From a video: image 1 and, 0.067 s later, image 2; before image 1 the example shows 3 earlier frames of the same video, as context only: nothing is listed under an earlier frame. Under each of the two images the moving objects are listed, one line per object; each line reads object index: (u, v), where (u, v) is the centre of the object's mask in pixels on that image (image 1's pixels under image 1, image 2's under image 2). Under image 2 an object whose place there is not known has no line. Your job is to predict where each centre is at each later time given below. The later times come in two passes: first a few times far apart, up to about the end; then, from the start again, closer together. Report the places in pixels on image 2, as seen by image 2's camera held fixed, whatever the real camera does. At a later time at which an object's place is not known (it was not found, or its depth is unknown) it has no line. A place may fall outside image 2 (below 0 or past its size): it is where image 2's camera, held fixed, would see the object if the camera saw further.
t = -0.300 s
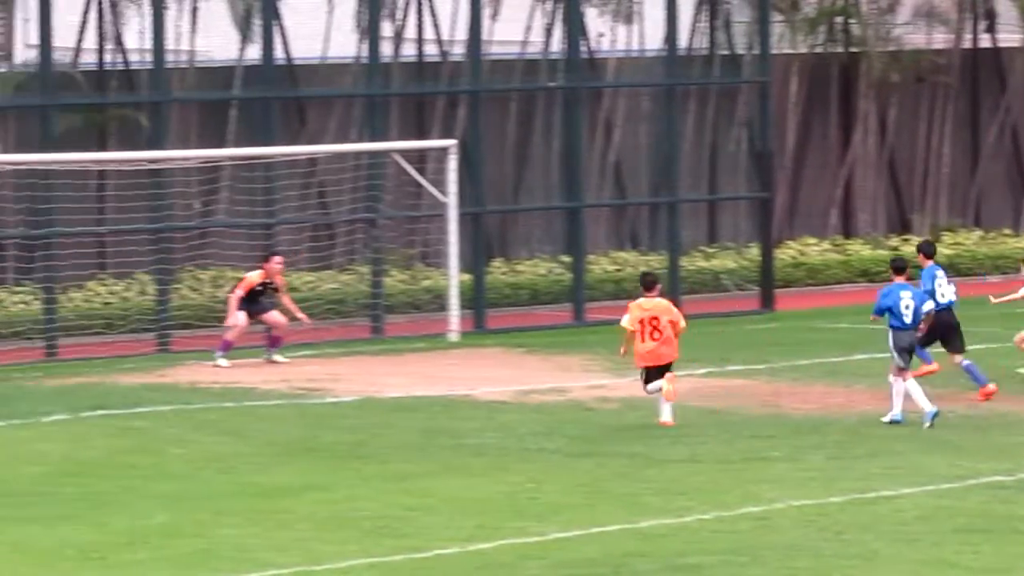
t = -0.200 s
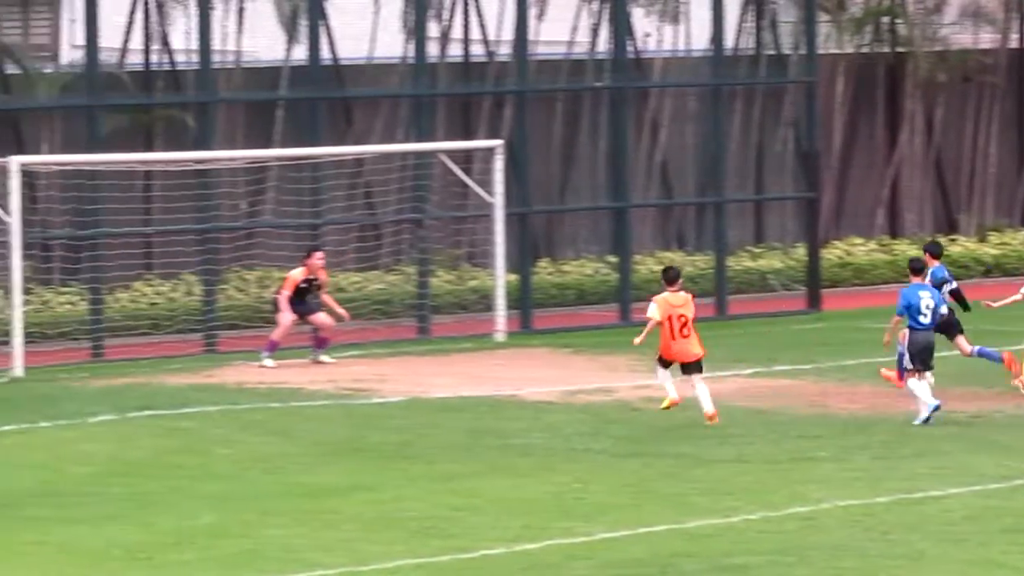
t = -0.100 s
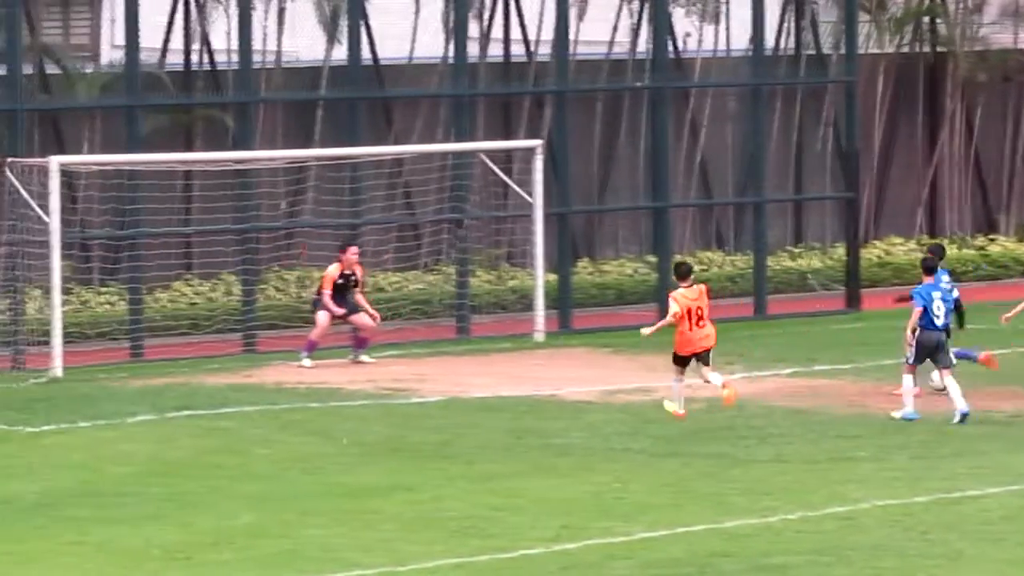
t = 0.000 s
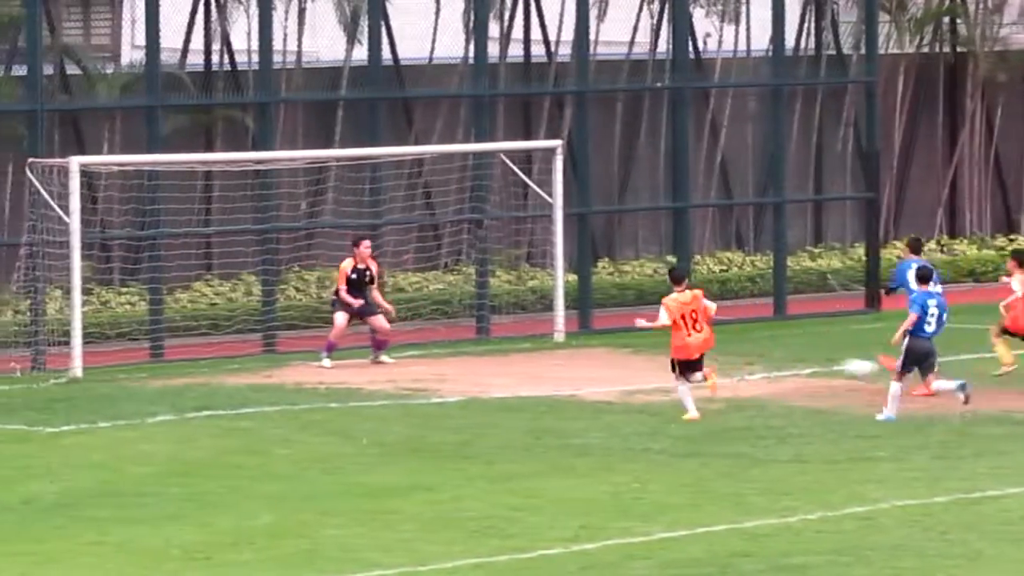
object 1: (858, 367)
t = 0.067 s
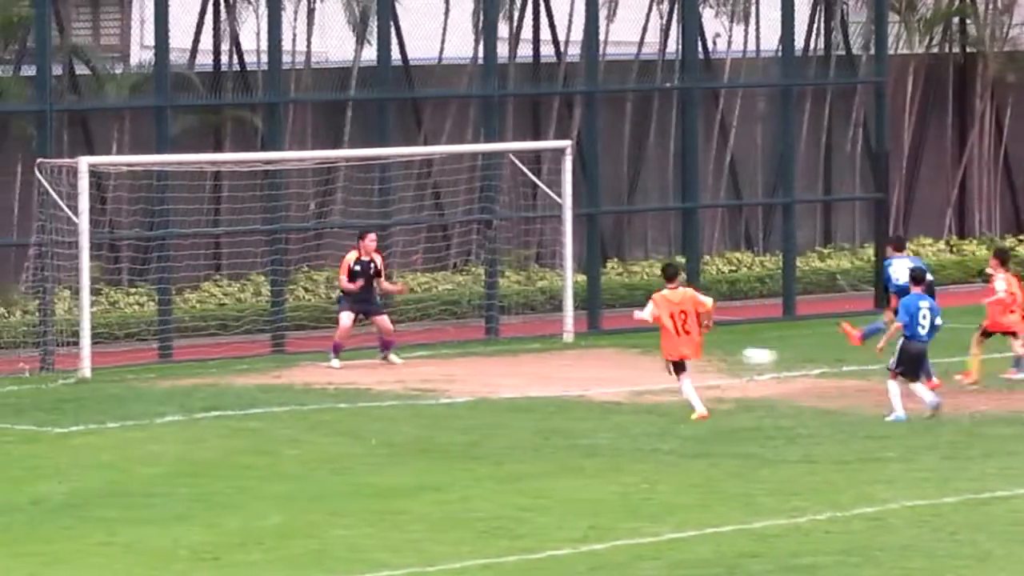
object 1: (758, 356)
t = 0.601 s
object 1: (53, 243)
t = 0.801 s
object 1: (57, 231)
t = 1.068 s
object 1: (74, 276)
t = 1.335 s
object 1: (100, 366)
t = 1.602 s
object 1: (93, 324)
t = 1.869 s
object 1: (86, 350)
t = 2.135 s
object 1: (76, 357)
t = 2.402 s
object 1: (92, 366)
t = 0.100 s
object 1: (707, 352)
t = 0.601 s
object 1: (53, 243)
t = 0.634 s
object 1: (44, 236)
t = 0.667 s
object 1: (46, 233)
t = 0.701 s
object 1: (49, 230)
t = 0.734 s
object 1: (52, 230)
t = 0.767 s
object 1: (55, 230)
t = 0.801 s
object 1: (57, 231)
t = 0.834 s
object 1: (61, 234)
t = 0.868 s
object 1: (63, 237)
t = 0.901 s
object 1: (66, 242)
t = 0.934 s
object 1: (69, 245)
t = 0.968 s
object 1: (70, 251)
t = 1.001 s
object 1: (71, 258)
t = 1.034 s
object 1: (73, 266)
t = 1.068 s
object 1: (74, 276)
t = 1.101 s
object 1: (79, 286)
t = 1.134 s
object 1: (92, 296)
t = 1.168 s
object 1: (93, 307)
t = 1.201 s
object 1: (95, 318)
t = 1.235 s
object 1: (96, 332)
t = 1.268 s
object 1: (98, 345)
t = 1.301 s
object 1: (99, 360)
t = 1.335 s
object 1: (100, 366)
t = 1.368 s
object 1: (99, 358)
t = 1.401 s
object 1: (97, 349)
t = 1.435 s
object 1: (96, 341)
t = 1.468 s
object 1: (95, 334)
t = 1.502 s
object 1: (94, 330)
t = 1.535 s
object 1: (94, 327)
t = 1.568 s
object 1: (93, 325)
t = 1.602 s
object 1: (93, 324)
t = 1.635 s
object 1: (92, 324)
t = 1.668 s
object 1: (92, 324)
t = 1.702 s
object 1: (92, 326)
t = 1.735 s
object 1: (92, 329)
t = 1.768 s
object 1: (92, 334)
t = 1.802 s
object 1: (86, 336)
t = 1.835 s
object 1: (86, 343)
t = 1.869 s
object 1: (86, 350)
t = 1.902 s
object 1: (91, 358)
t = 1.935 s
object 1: (92, 365)
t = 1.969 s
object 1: (92, 366)
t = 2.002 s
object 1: (77, 363)
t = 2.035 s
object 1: (82, 361)
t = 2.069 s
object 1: (76, 359)
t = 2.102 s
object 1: (76, 358)
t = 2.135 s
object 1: (76, 357)
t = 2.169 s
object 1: (76, 359)
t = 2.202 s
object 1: (77, 361)
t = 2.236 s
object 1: (77, 362)
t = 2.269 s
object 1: (92, 368)
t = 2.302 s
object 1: (92, 368)
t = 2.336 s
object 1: (93, 366)
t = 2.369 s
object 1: (92, 365)
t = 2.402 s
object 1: (92, 366)
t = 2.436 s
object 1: (93, 367)
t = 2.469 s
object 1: (93, 367)
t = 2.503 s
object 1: (94, 367)
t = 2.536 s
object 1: (92, 367)
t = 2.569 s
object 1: (92, 367)
